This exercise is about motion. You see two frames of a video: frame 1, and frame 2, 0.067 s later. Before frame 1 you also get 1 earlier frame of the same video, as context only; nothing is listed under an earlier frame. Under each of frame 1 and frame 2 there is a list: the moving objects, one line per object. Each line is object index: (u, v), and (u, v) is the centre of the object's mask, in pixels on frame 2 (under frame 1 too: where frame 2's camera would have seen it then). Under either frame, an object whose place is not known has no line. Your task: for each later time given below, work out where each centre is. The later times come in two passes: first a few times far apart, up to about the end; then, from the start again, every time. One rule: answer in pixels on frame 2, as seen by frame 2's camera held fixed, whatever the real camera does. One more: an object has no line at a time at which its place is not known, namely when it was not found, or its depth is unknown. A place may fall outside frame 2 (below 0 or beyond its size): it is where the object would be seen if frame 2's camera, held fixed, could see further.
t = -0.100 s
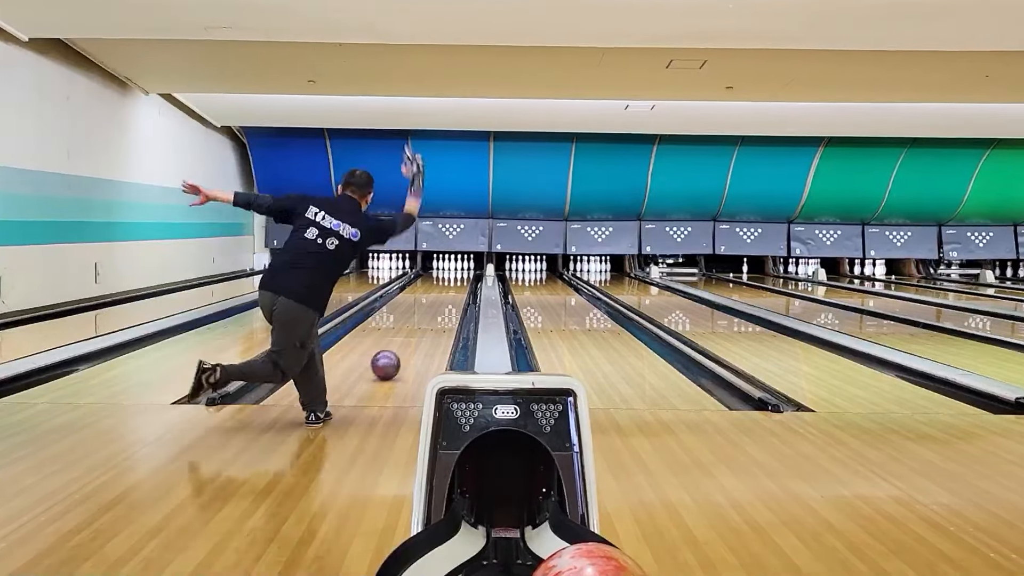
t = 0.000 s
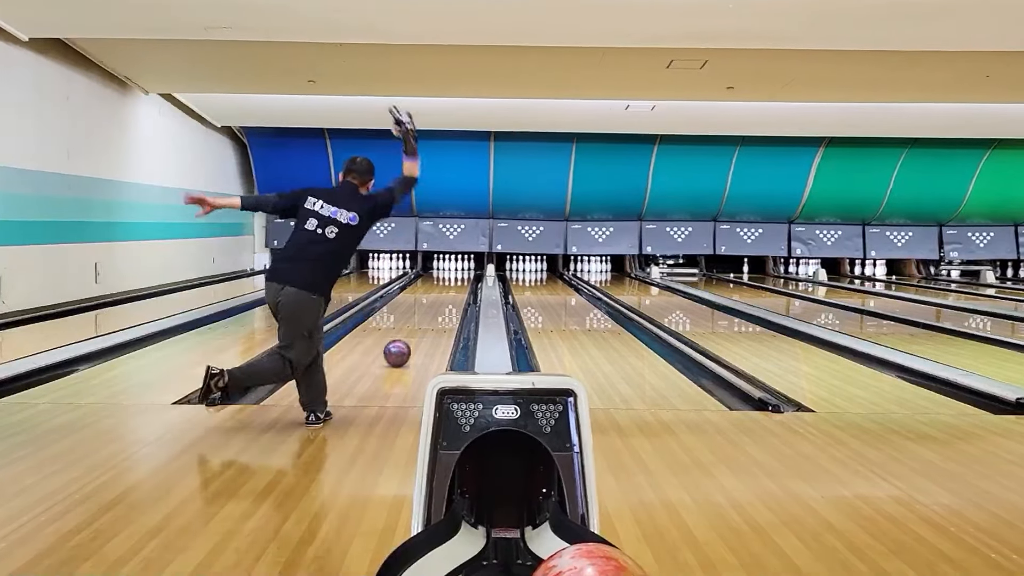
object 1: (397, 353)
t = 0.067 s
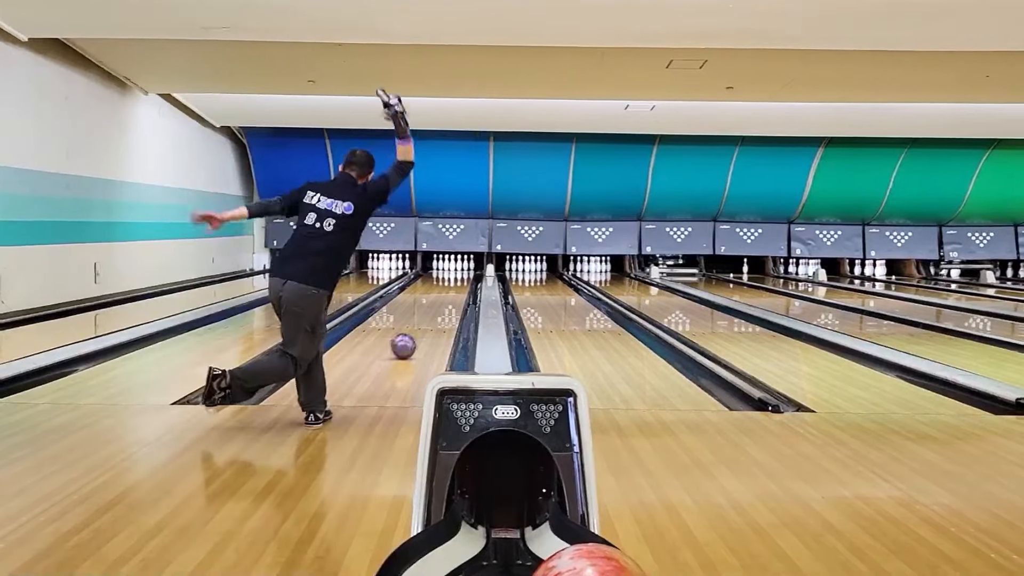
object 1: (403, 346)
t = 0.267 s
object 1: (418, 329)
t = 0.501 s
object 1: (431, 315)
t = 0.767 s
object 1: (441, 303)
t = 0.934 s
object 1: (445, 297)
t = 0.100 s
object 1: (406, 343)
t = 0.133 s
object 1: (409, 340)
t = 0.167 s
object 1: (411, 337)
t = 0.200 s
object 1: (414, 334)
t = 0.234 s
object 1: (416, 331)
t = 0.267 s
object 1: (418, 329)
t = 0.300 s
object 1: (421, 326)
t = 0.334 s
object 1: (422, 324)
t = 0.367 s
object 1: (424, 322)
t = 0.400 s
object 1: (426, 320)
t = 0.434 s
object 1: (428, 318)
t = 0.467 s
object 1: (430, 316)
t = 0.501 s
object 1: (431, 315)
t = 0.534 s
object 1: (433, 313)
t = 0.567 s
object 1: (434, 312)
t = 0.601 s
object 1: (435, 310)
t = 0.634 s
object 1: (437, 308)
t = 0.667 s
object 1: (438, 307)
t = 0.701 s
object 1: (439, 306)
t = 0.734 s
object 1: (441, 304)
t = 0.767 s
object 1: (441, 303)
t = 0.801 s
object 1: (442, 301)
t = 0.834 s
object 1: (443, 300)
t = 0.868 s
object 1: (444, 299)
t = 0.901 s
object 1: (445, 298)
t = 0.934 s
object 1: (445, 297)
